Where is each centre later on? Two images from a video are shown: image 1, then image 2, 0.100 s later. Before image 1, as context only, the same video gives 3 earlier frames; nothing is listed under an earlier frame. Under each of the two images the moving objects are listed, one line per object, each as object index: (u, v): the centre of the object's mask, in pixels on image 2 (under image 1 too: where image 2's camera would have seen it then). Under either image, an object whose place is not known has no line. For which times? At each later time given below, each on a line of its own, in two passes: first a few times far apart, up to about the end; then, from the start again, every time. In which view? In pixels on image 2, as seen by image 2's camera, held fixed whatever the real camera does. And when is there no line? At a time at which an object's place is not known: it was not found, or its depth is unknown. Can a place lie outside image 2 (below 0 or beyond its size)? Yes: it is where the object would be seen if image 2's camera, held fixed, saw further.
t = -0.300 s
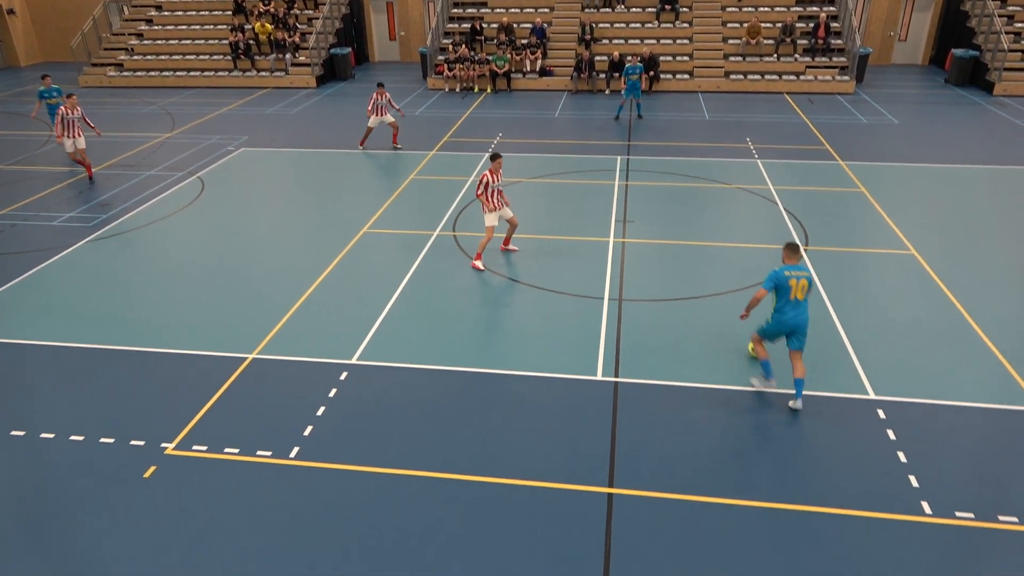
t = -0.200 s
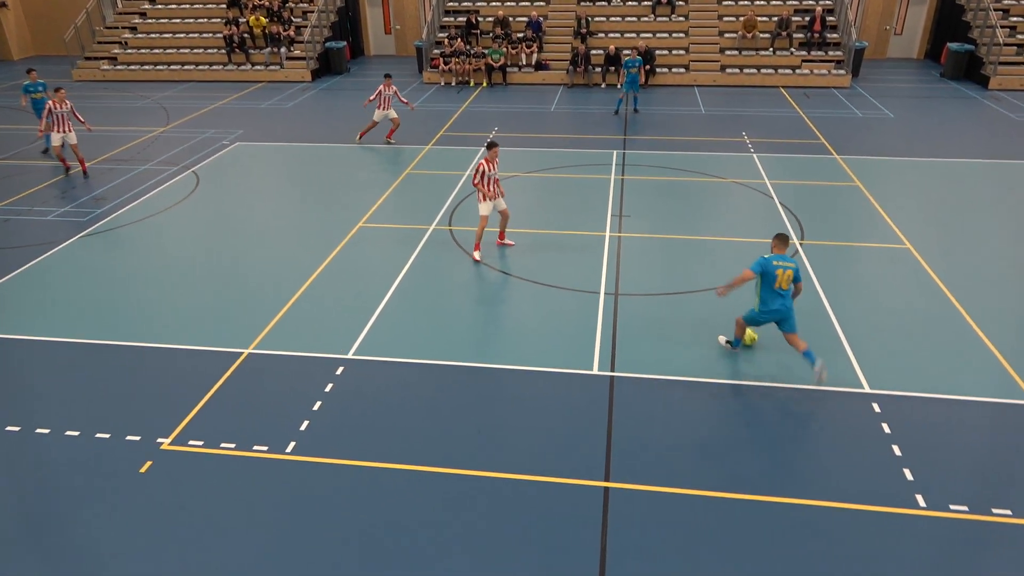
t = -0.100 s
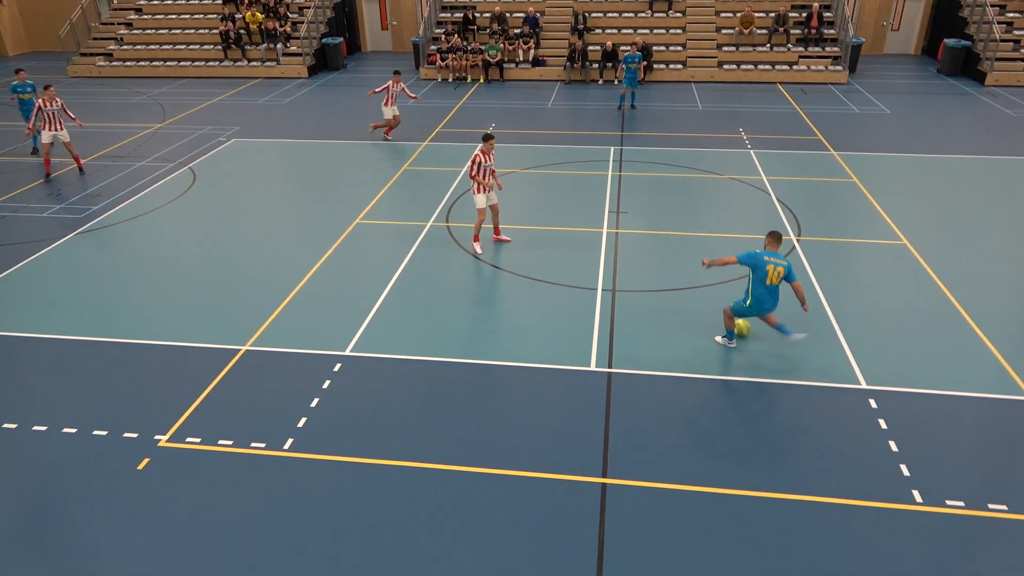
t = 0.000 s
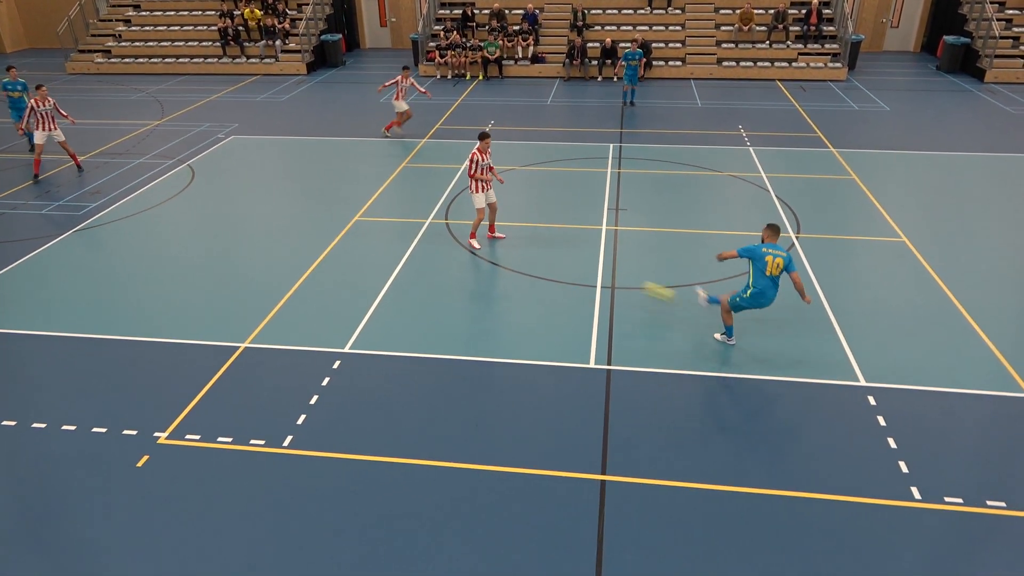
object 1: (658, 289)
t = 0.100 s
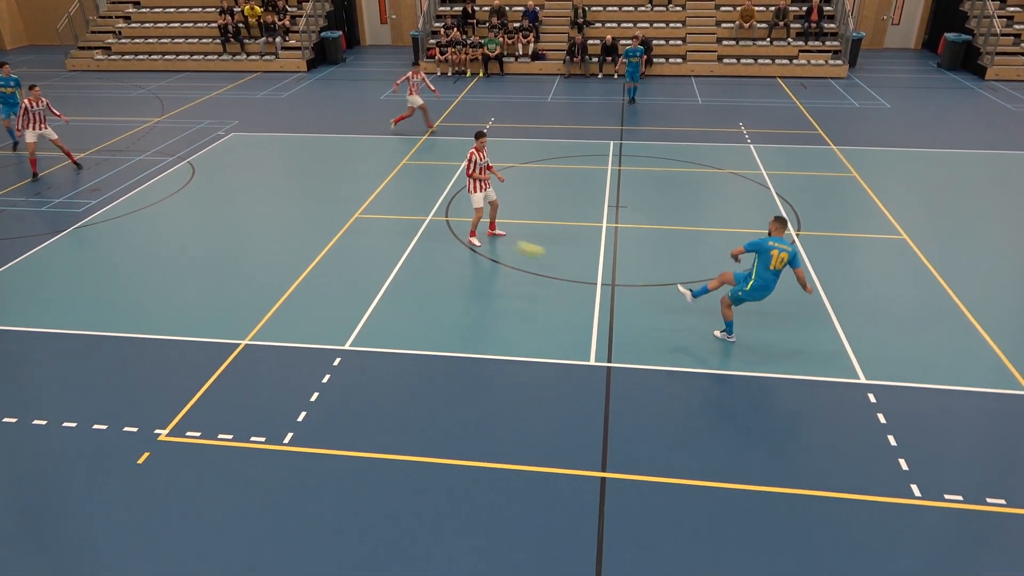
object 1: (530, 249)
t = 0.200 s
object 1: (417, 223)
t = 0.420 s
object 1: (222, 201)
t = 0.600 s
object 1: (106, 192)
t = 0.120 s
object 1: (506, 243)
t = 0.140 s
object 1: (486, 237)
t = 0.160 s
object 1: (459, 232)
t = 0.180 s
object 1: (440, 227)
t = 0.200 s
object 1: (417, 223)
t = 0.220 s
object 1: (398, 218)
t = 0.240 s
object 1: (377, 215)
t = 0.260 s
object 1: (358, 212)
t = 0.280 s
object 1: (339, 210)
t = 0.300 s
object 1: (321, 207)
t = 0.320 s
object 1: (303, 206)
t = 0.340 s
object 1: (287, 204)
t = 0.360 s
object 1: (270, 203)
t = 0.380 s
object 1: (253, 202)
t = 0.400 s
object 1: (237, 202)
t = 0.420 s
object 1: (222, 201)
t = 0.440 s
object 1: (207, 201)
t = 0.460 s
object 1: (192, 202)
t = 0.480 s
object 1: (178, 203)
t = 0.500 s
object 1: (164, 204)
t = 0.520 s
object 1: (152, 204)
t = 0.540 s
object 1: (140, 202)
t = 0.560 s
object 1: (128, 199)
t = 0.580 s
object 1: (117, 195)
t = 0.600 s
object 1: (106, 192)
